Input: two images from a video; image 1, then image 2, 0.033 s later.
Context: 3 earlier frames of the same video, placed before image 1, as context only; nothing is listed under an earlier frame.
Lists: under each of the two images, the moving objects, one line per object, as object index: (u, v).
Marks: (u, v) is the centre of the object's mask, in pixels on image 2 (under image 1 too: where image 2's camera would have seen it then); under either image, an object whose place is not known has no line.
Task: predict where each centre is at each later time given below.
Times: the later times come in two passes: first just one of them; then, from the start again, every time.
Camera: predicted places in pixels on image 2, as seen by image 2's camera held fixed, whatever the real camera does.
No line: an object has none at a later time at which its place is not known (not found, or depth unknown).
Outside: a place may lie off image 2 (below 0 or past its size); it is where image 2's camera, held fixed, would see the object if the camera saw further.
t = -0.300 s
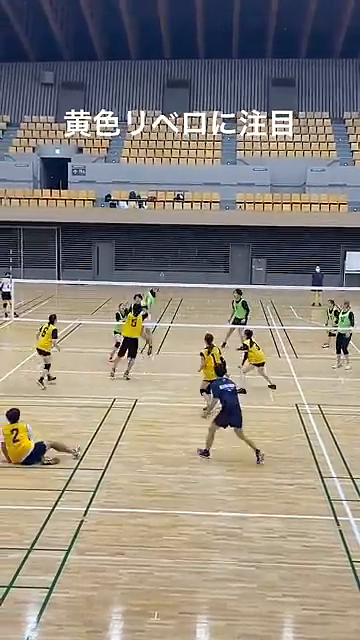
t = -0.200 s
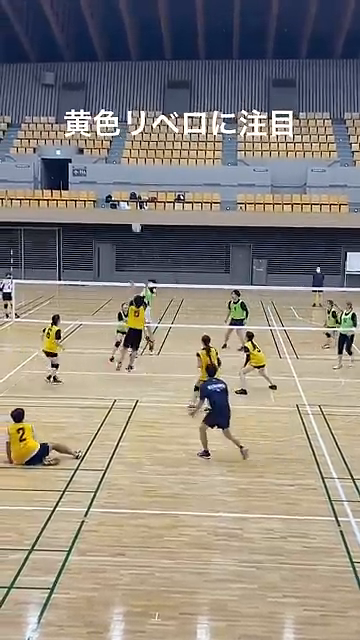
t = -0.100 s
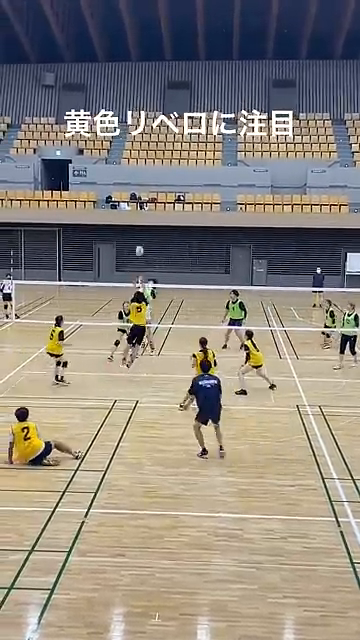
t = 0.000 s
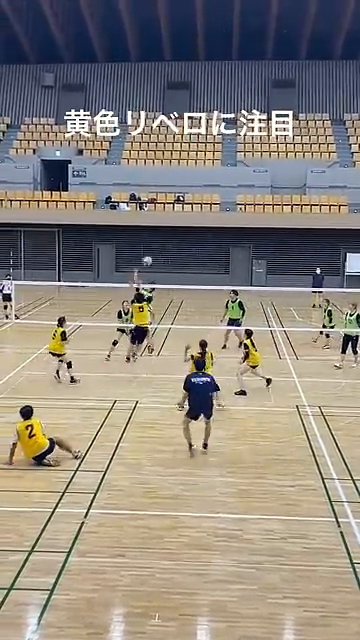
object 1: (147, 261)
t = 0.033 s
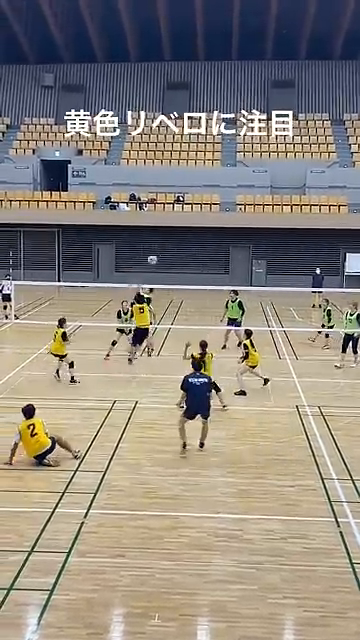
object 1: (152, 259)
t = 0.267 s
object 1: (189, 264)
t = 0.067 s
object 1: (157, 259)
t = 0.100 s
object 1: (162, 259)
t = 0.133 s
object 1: (167, 259)
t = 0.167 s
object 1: (173, 259)
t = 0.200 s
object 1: (178, 260)
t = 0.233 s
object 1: (184, 261)
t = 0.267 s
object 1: (189, 264)
